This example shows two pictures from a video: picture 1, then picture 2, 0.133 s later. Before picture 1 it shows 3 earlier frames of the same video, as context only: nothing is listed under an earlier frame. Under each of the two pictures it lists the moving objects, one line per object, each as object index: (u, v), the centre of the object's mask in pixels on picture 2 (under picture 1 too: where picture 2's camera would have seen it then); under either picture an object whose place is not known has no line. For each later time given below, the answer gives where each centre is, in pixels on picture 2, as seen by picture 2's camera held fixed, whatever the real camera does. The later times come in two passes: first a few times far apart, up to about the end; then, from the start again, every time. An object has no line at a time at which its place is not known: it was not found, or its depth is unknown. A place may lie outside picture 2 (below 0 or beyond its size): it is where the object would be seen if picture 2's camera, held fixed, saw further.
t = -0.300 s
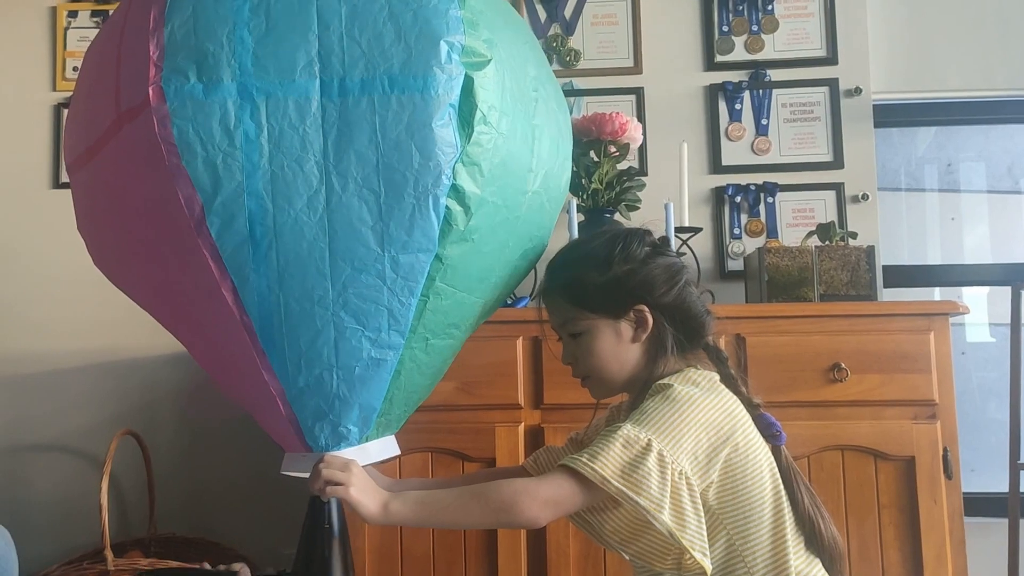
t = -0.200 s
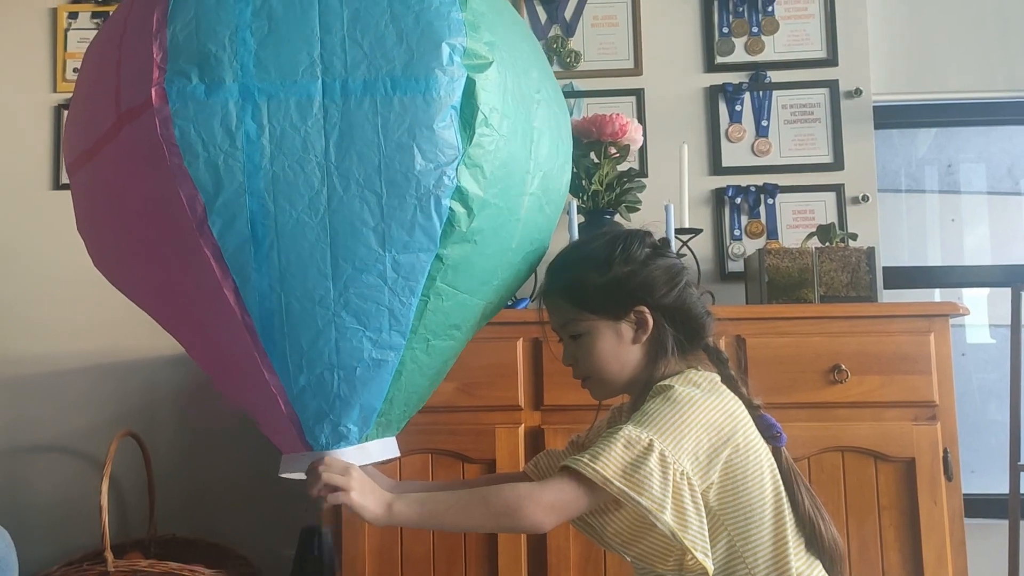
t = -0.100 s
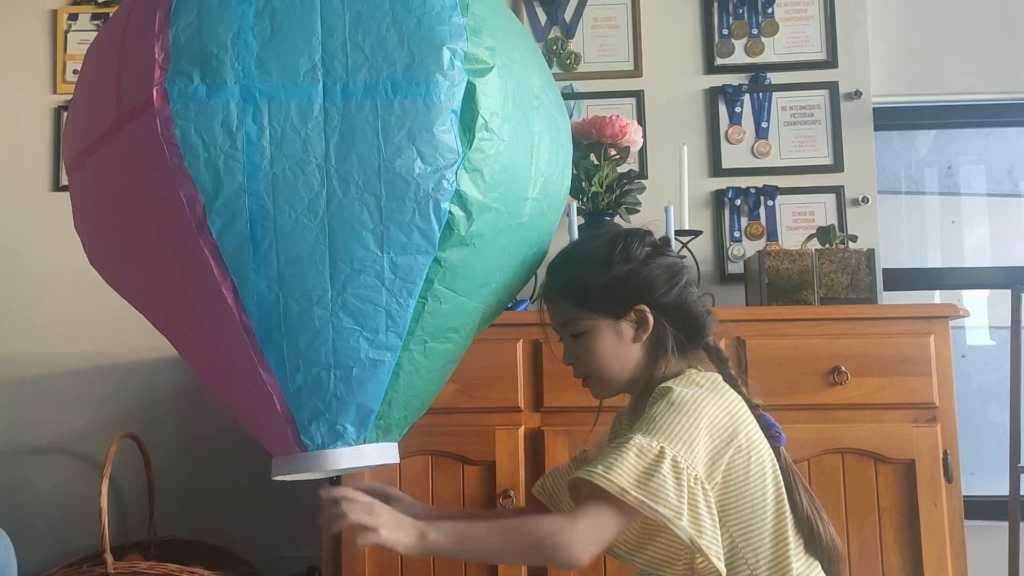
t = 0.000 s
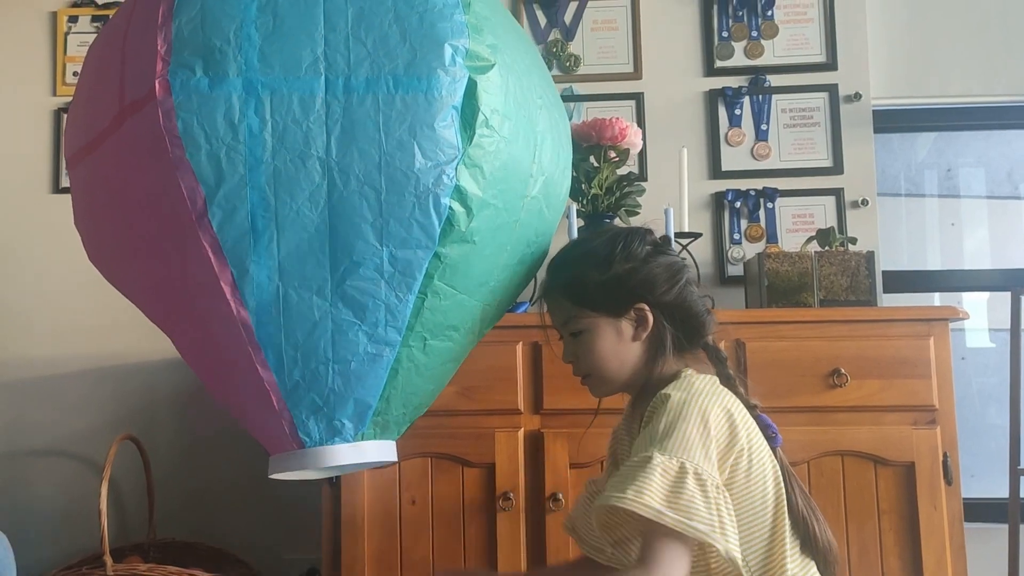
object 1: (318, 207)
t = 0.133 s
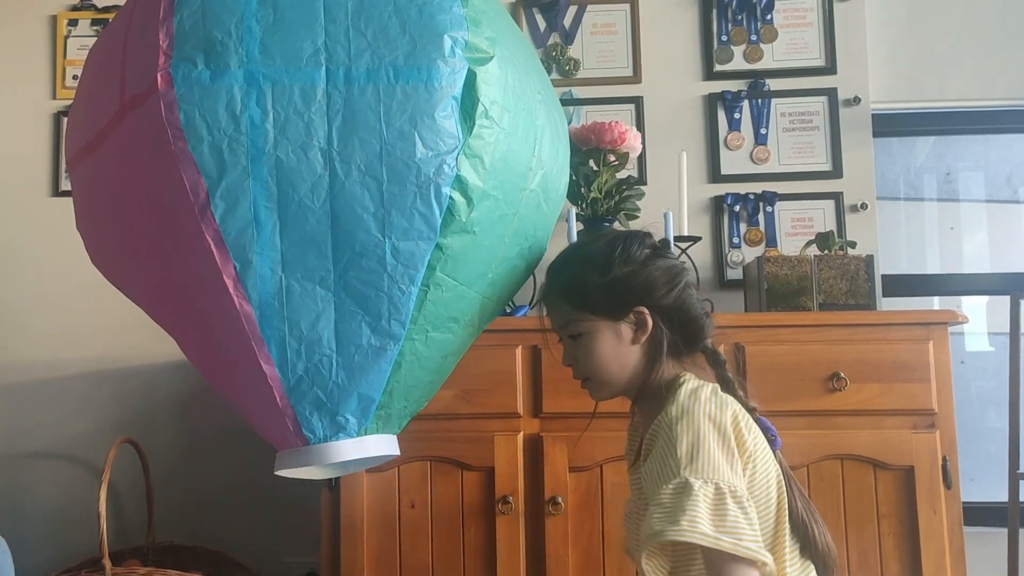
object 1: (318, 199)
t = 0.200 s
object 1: (319, 196)
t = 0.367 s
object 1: (319, 185)
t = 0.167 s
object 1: (318, 198)
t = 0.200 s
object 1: (319, 196)
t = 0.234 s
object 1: (319, 194)
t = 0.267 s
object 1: (319, 192)
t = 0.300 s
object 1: (319, 189)
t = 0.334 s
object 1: (319, 187)
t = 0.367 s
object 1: (319, 185)
